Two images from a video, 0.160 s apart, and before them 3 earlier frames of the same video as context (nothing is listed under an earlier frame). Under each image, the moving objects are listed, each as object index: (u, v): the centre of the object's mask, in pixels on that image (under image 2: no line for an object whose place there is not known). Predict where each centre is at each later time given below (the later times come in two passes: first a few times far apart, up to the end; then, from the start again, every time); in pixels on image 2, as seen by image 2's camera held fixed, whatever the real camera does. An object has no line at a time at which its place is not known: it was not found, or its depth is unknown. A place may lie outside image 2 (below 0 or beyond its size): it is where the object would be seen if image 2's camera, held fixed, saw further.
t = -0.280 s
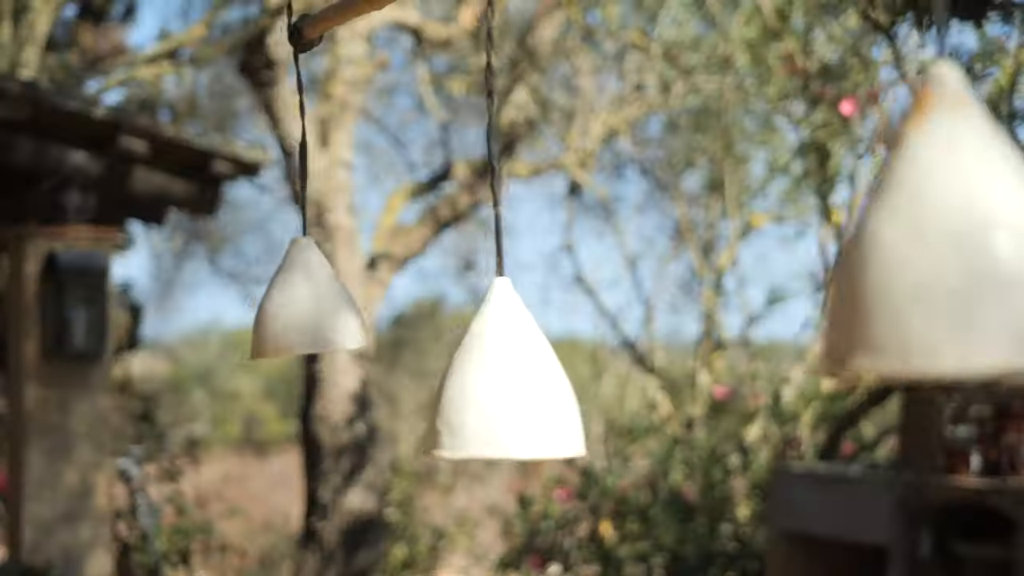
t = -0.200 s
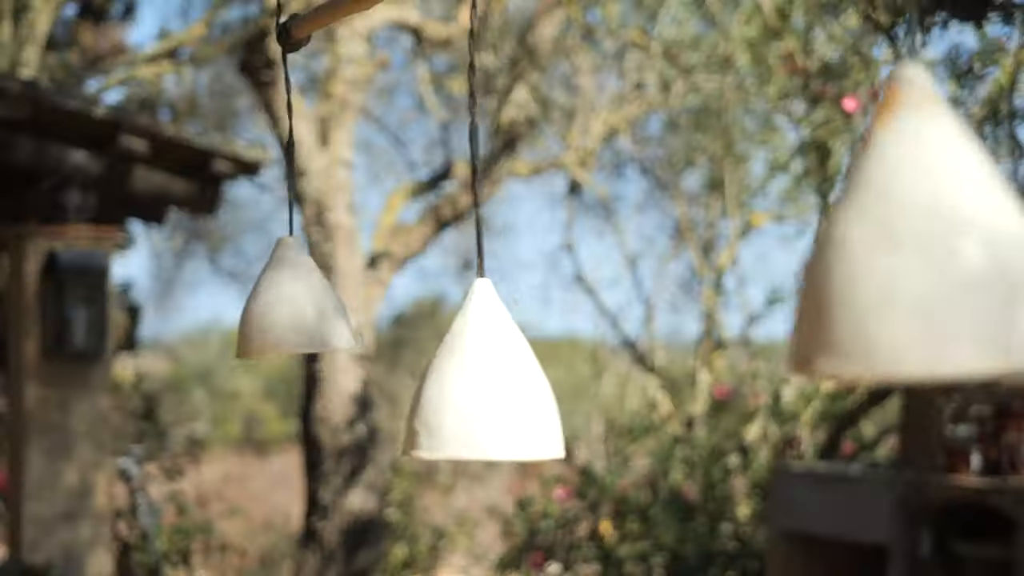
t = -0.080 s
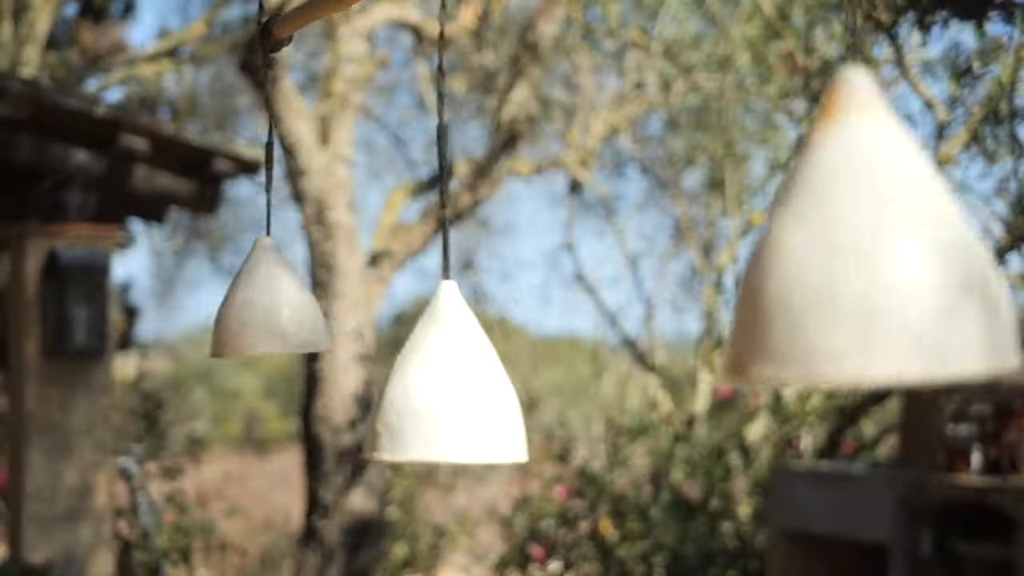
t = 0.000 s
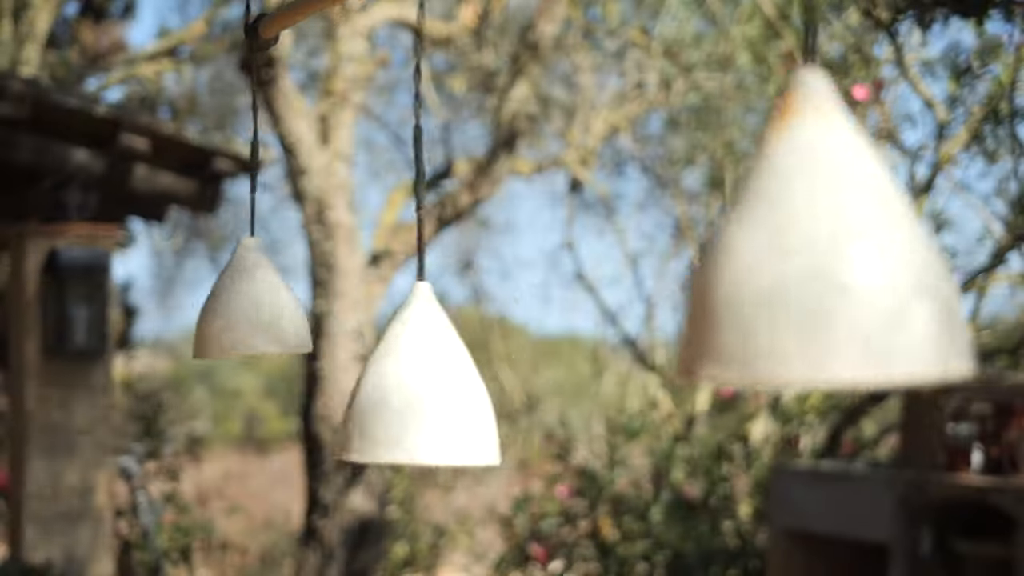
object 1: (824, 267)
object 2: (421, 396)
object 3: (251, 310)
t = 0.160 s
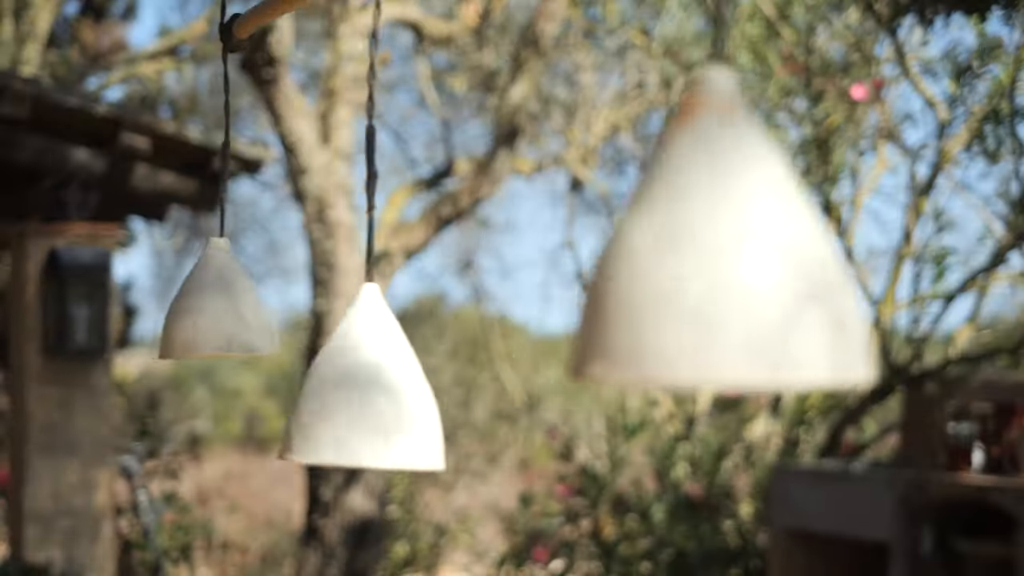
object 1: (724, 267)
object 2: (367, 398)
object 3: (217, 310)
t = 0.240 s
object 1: (674, 265)
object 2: (342, 398)
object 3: (203, 311)
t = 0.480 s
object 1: (550, 257)
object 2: (285, 400)
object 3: (178, 313)
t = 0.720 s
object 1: (513, 245)
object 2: (275, 399)
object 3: (178, 313)
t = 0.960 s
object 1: (575, 243)
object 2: (315, 399)
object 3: (208, 316)
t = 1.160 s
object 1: (683, 246)
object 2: (373, 398)
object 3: (243, 316)
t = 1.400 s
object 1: (833, 251)
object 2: (450, 395)
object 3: (282, 314)
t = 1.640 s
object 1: (922, 243)
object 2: (503, 391)
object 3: (306, 311)
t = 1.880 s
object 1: (946, 244)
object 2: (515, 392)
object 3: (308, 311)
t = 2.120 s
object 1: (922, 253)
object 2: (490, 395)
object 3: (291, 313)
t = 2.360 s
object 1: (836, 265)
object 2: (433, 400)
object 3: (258, 316)
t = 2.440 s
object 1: (790, 265)
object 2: (409, 401)
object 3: (246, 316)
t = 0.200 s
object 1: (699, 267)
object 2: (354, 398)
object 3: (210, 311)
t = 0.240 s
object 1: (674, 265)
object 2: (342, 398)
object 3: (203, 311)
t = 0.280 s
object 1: (650, 264)
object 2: (329, 399)
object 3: (197, 311)
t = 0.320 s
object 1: (629, 263)
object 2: (318, 400)
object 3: (192, 312)
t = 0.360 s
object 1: (605, 265)
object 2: (308, 400)
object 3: (187, 313)
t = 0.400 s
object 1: (586, 261)
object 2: (299, 400)
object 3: (183, 313)
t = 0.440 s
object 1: (567, 259)
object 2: (291, 401)
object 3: (180, 313)
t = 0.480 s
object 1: (550, 257)
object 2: (285, 400)
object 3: (178, 313)
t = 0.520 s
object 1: (537, 254)
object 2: (279, 400)
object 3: (176, 313)
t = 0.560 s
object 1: (527, 251)
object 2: (276, 399)
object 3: (175, 313)
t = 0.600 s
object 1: (520, 249)
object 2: (274, 400)
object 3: (175, 313)
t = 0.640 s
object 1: (515, 248)
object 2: (273, 400)
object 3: (175, 313)
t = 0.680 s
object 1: (513, 247)
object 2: (273, 400)
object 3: (176, 313)
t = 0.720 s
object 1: (513, 245)
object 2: (275, 399)
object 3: (178, 313)
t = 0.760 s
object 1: (515, 244)
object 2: (279, 399)
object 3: (181, 314)
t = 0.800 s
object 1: (522, 245)
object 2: (284, 400)
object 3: (186, 315)
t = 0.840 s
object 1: (531, 244)
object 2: (290, 399)
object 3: (191, 314)
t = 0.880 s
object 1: (541, 243)
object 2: (297, 399)
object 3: (196, 315)
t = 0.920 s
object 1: (557, 242)
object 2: (306, 399)
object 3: (202, 315)
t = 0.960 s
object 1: (575, 243)
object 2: (315, 399)
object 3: (208, 316)
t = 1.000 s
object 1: (592, 244)
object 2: (325, 399)
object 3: (215, 316)
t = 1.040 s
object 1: (614, 245)
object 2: (337, 399)
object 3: (222, 317)
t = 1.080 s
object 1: (636, 245)
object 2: (348, 399)
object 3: (229, 317)
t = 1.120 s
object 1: (660, 246)
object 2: (361, 399)
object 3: (236, 317)
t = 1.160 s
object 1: (683, 246)
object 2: (373, 398)
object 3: (243, 316)
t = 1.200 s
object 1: (710, 247)
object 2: (386, 398)
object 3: (252, 316)
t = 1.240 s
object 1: (734, 248)
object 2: (399, 398)
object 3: (258, 315)
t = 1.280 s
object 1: (759, 249)
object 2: (412, 397)
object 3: (265, 314)
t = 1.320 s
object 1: (783, 250)
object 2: (424, 397)
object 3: (271, 314)
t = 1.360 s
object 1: (809, 252)
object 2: (437, 396)
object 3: (277, 314)
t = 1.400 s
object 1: (833, 251)
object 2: (450, 395)
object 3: (282, 314)
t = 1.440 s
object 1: (855, 252)
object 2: (460, 395)
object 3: (288, 313)
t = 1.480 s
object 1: (872, 251)
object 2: (470, 394)
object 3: (293, 313)
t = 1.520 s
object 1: (889, 248)
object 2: (478, 394)
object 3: (297, 312)
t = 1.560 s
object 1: (902, 245)
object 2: (488, 393)
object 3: (301, 312)
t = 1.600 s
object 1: (913, 244)
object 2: (494, 393)
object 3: (304, 311)
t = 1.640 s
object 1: (922, 243)
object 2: (503, 391)
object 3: (306, 311)
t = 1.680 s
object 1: (930, 244)
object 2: (506, 392)
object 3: (308, 311)
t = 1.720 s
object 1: (937, 243)
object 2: (510, 392)
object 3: (309, 310)
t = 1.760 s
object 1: (942, 243)
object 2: (513, 392)
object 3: (309, 311)
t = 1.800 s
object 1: (944, 244)
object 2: (515, 392)
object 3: (309, 311)
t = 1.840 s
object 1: (946, 244)
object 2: (516, 392)
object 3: (309, 311)
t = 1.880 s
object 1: (946, 244)
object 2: (515, 392)
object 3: (308, 311)
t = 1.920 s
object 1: (946, 245)
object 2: (514, 392)
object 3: (307, 311)
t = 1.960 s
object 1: (944, 246)
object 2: (511, 392)
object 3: (305, 311)
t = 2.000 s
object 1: (940, 247)
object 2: (508, 393)
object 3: (303, 312)
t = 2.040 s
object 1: (935, 249)
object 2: (503, 393)
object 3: (299, 312)
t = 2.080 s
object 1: (929, 251)
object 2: (499, 393)
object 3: (295, 313)
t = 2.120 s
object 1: (922, 253)
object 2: (490, 395)
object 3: (291, 313)
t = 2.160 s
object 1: (912, 254)
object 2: (482, 396)
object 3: (286, 314)
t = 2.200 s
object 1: (902, 256)
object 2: (474, 396)
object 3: (280, 314)
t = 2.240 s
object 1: (891, 260)
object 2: (466, 398)
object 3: (276, 315)
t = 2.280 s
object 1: (876, 263)
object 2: (456, 398)
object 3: (271, 316)
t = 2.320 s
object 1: (858, 265)
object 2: (445, 399)
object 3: (264, 317)
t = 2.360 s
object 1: (836, 265)
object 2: (433, 400)
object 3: (258, 316)
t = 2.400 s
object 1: (813, 264)
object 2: (421, 401)
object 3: (252, 316)
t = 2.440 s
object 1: (790, 265)
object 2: (409, 401)
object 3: (246, 316)
